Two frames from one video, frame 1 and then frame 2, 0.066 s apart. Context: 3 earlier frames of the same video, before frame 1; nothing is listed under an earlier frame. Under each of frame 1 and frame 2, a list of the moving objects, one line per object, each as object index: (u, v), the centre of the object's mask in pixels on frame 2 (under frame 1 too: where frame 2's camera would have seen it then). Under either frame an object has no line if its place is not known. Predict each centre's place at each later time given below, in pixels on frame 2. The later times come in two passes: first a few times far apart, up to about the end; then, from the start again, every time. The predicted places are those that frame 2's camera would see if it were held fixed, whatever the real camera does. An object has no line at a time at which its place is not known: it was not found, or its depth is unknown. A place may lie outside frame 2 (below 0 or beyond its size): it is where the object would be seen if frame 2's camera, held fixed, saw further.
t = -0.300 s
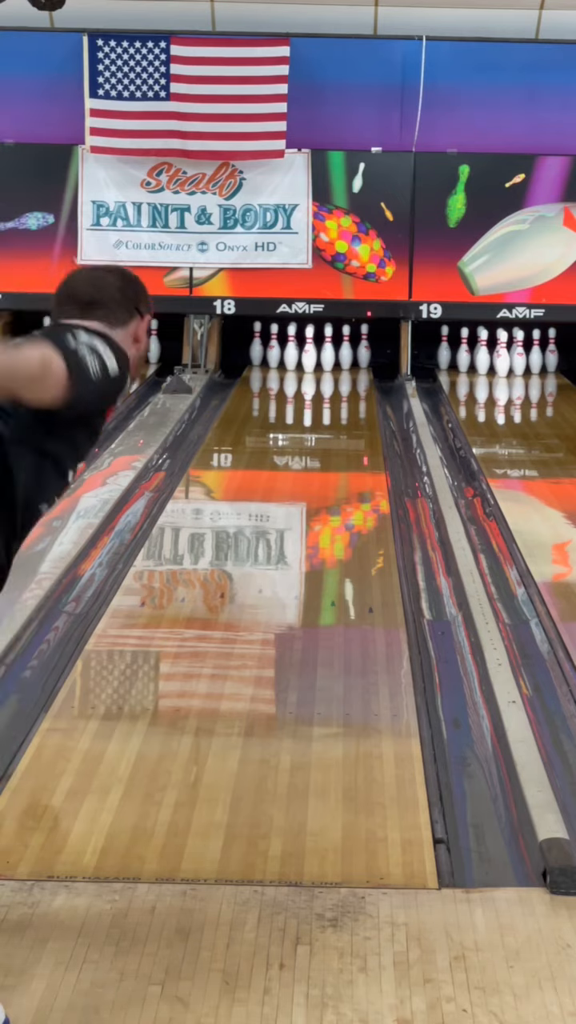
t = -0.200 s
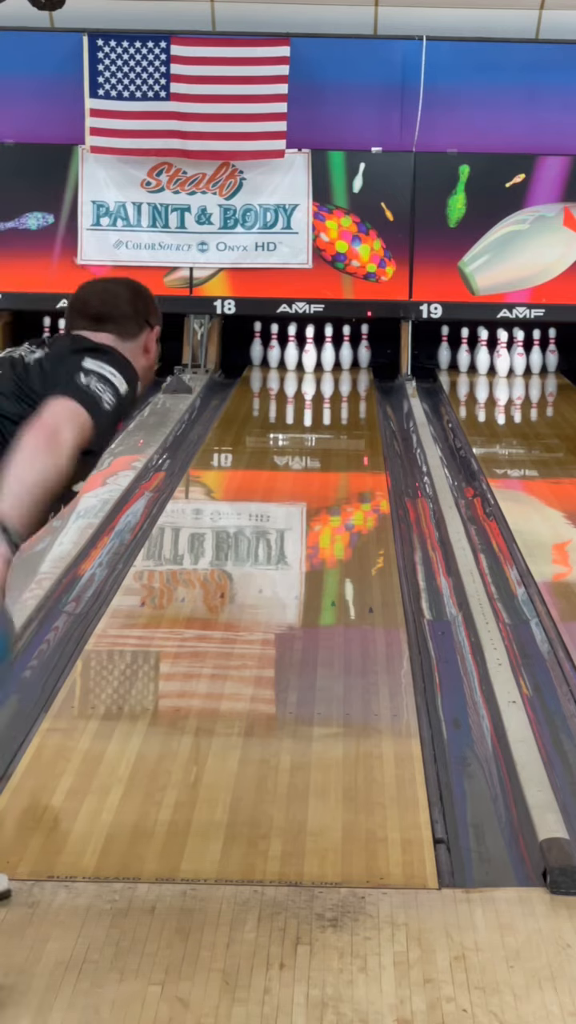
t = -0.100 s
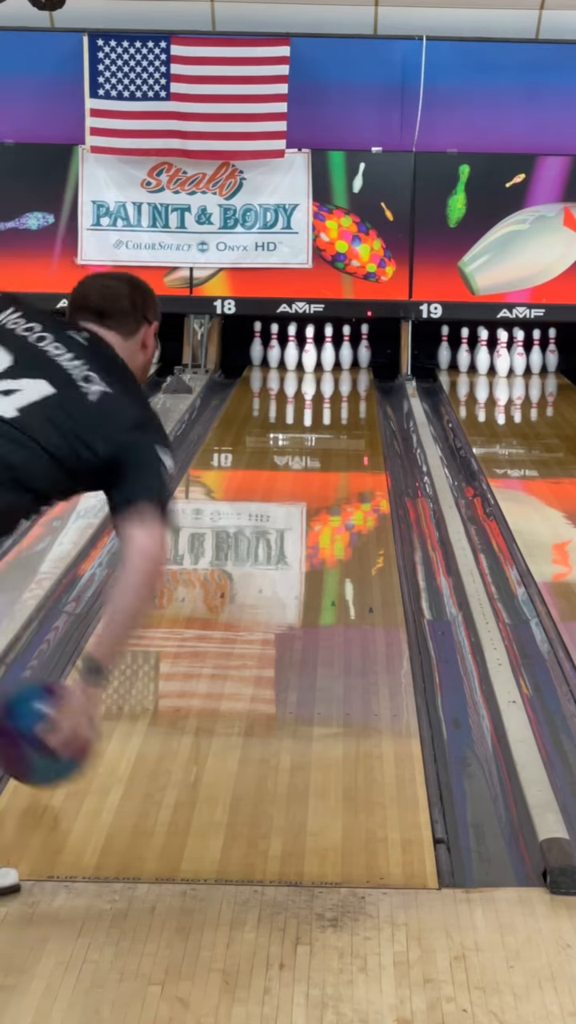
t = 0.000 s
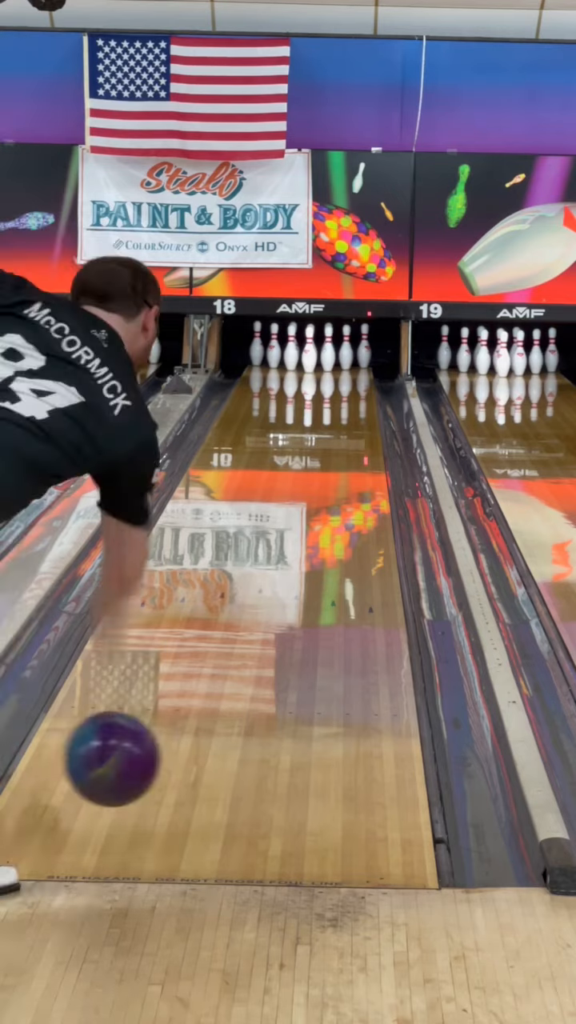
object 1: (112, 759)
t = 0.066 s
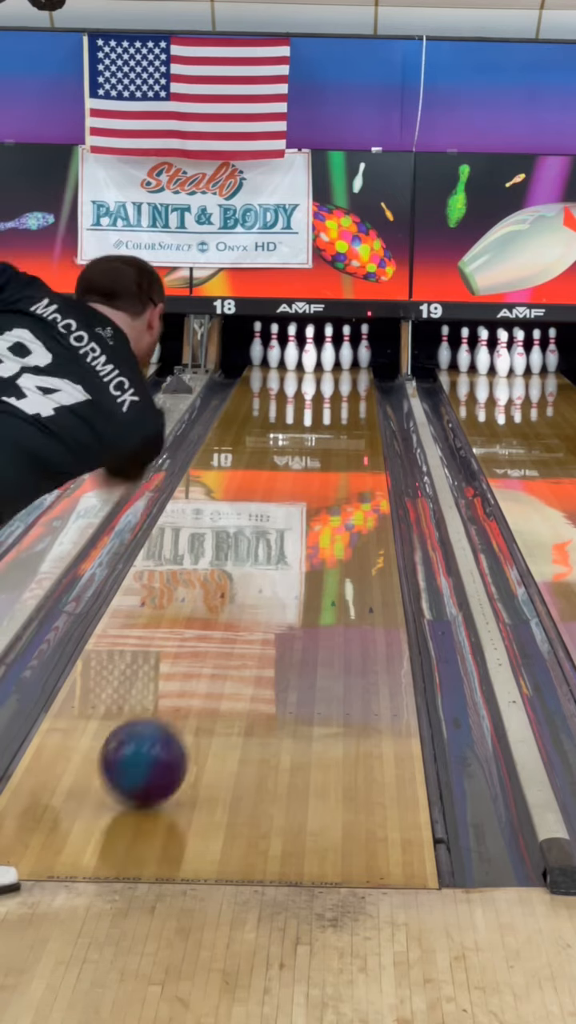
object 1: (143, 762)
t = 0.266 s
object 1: (216, 660)
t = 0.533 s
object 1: (277, 571)
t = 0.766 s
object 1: (314, 517)
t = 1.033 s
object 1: (341, 473)
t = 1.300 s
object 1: (359, 439)
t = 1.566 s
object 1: (366, 412)
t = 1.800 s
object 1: (362, 395)
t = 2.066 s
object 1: (345, 378)
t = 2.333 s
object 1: (320, 363)
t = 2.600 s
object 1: (298, 354)
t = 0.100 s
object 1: (158, 739)
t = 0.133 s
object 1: (172, 723)
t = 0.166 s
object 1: (183, 706)
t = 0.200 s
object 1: (195, 690)
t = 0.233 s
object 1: (206, 674)
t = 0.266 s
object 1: (216, 660)
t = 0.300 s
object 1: (225, 646)
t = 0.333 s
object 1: (234, 633)
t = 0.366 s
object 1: (243, 621)
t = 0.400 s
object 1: (250, 610)
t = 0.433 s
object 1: (258, 600)
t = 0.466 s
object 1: (265, 590)
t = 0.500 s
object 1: (271, 580)
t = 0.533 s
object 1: (277, 571)
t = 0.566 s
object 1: (283, 562)
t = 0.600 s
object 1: (289, 554)
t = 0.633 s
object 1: (295, 546)
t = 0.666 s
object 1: (300, 538)
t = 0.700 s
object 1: (305, 531)
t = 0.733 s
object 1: (309, 524)
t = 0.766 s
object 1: (314, 517)
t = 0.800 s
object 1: (317, 511)
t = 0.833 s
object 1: (322, 505)
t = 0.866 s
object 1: (325, 499)
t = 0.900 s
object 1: (329, 493)
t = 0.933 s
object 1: (332, 488)
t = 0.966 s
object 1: (336, 482)
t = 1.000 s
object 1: (338, 478)
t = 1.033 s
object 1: (341, 473)
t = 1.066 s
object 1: (344, 468)
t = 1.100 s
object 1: (347, 463)
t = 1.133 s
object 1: (349, 459)
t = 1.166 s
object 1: (351, 455)
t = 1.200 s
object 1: (353, 450)
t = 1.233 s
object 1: (355, 446)
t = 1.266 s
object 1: (356, 442)
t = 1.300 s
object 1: (359, 439)
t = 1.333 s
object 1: (359, 435)
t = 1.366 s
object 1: (361, 432)
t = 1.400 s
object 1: (362, 429)
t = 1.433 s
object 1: (363, 426)
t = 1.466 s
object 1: (364, 422)
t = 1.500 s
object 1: (365, 419)
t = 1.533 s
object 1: (365, 415)
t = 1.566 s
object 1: (366, 412)
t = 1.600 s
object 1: (366, 410)
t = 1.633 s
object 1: (366, 408)
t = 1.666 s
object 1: (365, 405)
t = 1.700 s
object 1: (364, 403)
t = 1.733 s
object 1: (364, 400)
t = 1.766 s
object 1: (363, 398)
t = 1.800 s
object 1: (362, 395)
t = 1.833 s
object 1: (360, 393)
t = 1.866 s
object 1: (359, 391)
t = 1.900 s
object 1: (357, 388)
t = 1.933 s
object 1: (354, 386)
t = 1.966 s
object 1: (353, 384)
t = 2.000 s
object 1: (350, 382)
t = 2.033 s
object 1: (347, 380)
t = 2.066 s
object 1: (345, 378)
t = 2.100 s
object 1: (343, 376)
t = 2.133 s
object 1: (339, 374)
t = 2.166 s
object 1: (336, 372)
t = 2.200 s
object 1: (332, 370)
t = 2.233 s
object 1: (329, 369)
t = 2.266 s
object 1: (326, 367)
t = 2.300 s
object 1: (323, 365)
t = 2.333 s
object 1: (320, 363)
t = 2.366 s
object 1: (316, 362)
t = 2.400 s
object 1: (314, 361)
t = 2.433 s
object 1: (314, 360)
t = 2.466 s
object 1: (312, 359)
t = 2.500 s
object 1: (309, 358)
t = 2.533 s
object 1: (305, 356)
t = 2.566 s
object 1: (302, 356)
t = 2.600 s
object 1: (298, 354)
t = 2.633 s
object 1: (296, 353)
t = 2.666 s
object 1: (296, 353)
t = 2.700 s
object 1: (300, 352)
